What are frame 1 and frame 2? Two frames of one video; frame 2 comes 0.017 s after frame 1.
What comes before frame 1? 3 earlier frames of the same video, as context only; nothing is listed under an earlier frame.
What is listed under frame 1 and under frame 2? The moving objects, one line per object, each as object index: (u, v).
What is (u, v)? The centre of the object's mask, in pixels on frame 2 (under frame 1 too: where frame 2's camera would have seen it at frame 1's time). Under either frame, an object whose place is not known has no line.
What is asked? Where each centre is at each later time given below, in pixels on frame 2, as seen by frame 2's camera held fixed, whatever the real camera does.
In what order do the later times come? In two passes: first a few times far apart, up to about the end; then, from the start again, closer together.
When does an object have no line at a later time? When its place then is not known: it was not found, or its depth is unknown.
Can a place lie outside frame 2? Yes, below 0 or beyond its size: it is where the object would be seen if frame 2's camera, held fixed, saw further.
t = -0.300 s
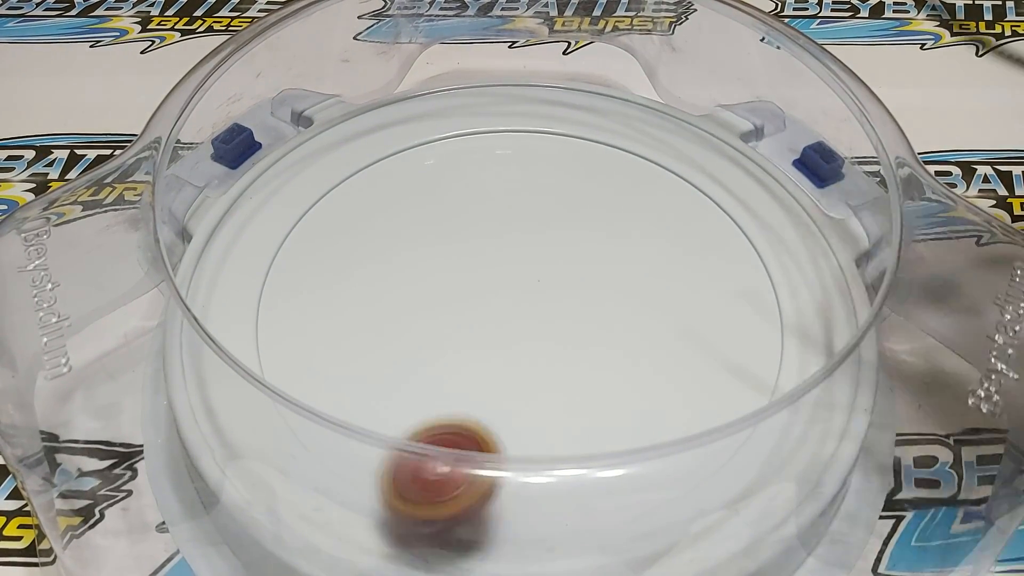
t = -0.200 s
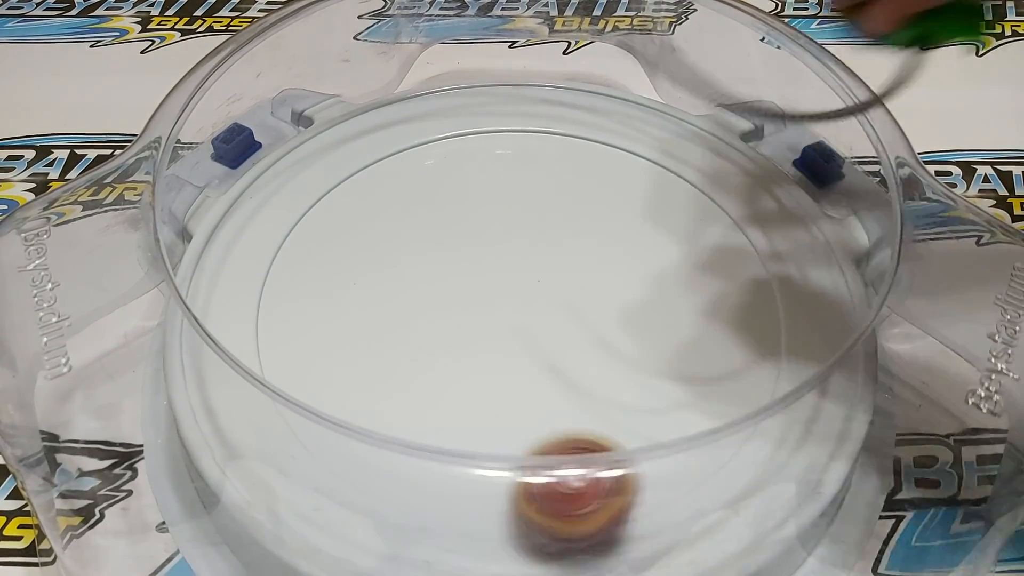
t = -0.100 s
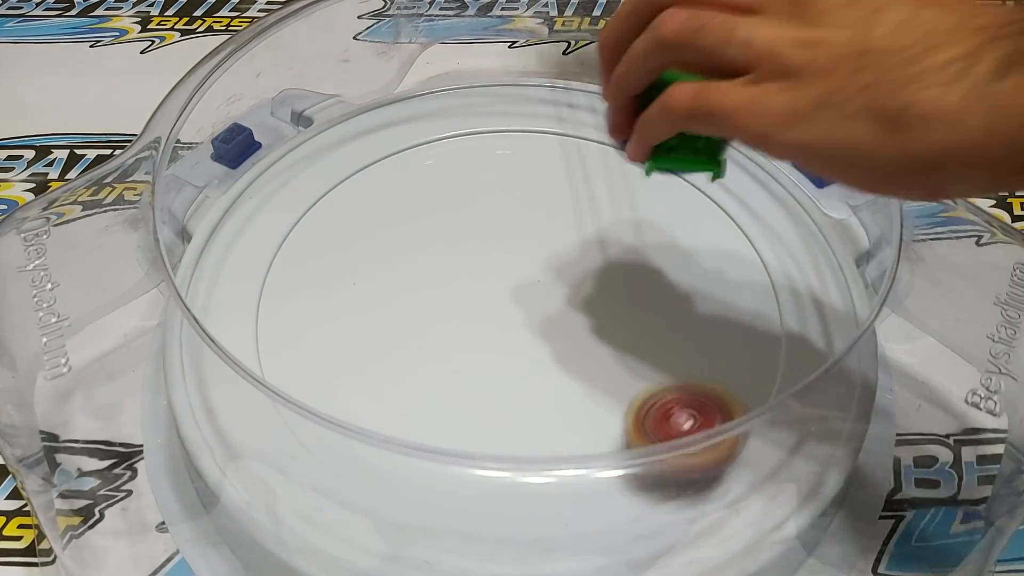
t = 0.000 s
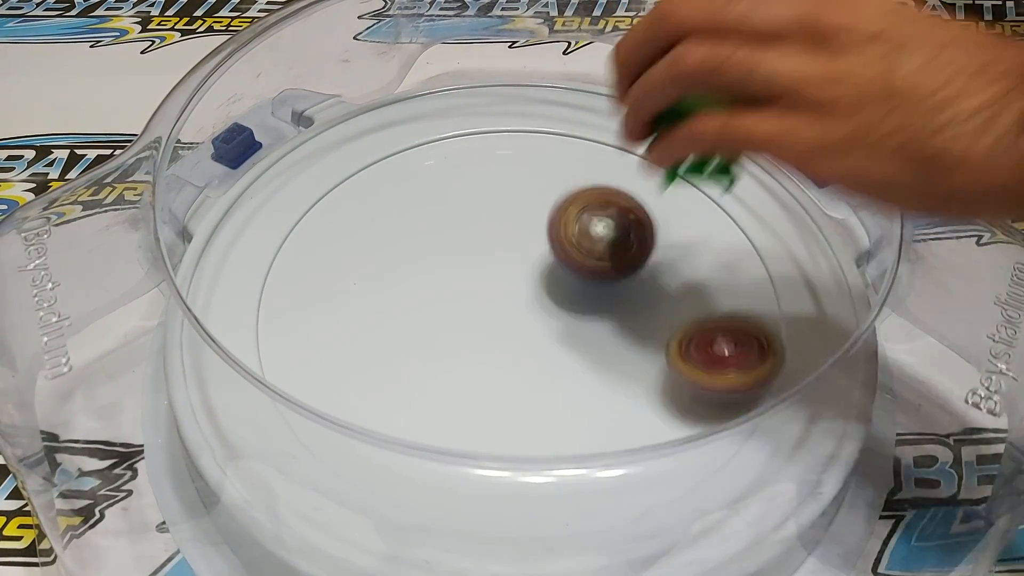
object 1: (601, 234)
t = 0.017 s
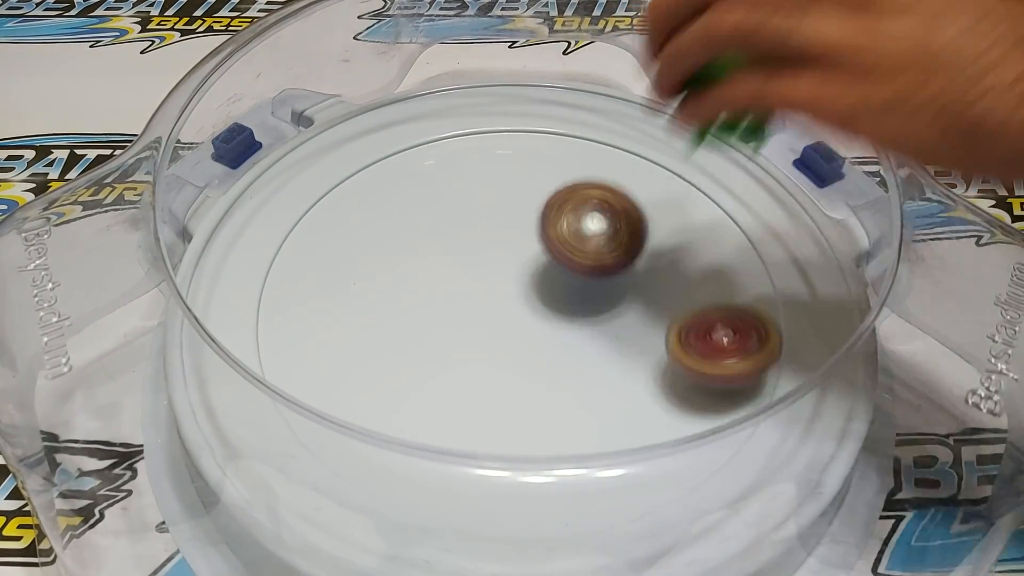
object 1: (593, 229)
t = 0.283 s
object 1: (420, 301)
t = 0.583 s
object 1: (241, 373)
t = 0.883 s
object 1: (457, 320)
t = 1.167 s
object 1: (501, 232)
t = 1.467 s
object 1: (389, 280)
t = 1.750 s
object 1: (574, 361)
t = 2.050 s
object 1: (624, 222)
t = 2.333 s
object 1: (454, 185)
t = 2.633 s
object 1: (379, 357)
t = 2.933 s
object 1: (642, 361)
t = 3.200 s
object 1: (631, 185)
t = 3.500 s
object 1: (420, 204)
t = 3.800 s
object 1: (536, 495)
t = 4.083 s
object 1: (846, 324)
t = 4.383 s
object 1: (625, 119)
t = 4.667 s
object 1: (439, 245)
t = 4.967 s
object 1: (818, 248)
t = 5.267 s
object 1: (591, 231)
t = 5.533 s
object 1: (307, 262)
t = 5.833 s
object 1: (420, 353)
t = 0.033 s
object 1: (583, 228)
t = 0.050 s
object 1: (572, 232)
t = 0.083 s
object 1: (550, 252)
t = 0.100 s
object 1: (540, 259)
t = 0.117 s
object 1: (531, 259)
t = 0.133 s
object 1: (521, 264)
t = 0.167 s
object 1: (502, 272)
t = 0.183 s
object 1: (493, 277)
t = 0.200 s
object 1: (485, 281)
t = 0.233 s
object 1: (470, 284)
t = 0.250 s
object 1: (455, 286)
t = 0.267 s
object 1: (437, 293)
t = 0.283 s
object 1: (420, 301)
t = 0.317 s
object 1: (392, 293)
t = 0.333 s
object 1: (379, 294)
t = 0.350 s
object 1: (365, 300)
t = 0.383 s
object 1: (334, 322)
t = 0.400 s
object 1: (312, 325)
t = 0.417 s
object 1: (292, 327)
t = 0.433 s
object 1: (277, 332)
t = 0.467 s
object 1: (244, 347)
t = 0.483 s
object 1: (237, 351)
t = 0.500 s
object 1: (234, 356)
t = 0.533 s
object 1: (228, 370)
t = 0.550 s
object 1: (230, 367)
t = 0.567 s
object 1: (233, 368)
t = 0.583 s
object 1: (241, 373)
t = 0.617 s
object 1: (248, 390)
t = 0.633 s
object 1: (249, 384)
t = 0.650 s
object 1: (255, 374)
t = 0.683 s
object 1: (268, 365)
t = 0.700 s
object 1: (275, 367)
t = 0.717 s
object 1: (285, 373)
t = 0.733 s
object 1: (298, 369)
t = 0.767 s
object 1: (327, 356)
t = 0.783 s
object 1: (339, 357)
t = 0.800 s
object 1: (358, 357)
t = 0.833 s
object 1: (397, 334)
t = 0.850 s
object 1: (416, 325)
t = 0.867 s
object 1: (436, 321)
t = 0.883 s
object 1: (457, 320)
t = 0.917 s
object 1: (497, 295)
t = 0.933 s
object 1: (517, 284)
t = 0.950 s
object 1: (536, 278)
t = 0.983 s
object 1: (573, 264)
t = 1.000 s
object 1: (591, 251)
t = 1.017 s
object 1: (599, 242)
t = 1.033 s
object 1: (589, 239)
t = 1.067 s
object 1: (565, 245)
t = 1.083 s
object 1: (555, 236)
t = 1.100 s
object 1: (544, 230)
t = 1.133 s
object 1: (524, 230)
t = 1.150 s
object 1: (513, 233)
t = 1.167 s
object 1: (501, 232)
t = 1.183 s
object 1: (490, 230)
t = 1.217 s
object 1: (468, 230)
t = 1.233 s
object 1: (458, 222)
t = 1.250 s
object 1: (449, 220)
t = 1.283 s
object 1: (430, 226)
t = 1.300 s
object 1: (422, 232)
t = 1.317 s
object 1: (414, 234)
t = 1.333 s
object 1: (407, 239)
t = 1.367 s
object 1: (394, 248)
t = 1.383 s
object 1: (389, 253)
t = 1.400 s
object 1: (386, 256)
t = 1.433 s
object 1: (382, 274)
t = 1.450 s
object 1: (385, 278)
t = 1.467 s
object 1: (389, 280)
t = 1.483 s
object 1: (395, 288)
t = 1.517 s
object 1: (406, 312)
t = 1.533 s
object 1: (416, 323)
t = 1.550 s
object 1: (425, 324)
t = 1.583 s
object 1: (446, 337)
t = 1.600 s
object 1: (457, 345)
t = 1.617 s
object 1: (469, 348)
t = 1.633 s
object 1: (481, 353)
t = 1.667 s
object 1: (508, 361)
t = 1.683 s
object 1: (522, 364)
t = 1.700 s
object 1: (536, 364)
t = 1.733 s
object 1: (562, 363)
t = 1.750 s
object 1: (574, 361)
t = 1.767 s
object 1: (586, 358)
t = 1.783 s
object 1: (597, 353)
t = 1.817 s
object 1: (615, 342)
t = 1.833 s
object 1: (624, 332)
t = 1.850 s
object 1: (630, 322)
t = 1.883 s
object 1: (641, 313)
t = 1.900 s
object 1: (644, 305)
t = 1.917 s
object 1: (646, 295)
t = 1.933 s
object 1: (647, 285)
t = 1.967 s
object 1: (646, 271)
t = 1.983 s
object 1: (643, 255)
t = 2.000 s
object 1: (639, 244)
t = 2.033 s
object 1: (630, 236)
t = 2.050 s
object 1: (624, 222)
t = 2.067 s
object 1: (618, 210)
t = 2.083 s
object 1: (610, 205)
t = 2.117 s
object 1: (596, 202)
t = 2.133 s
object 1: (587, 195)
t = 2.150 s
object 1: (576, 190)
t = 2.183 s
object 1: (556, 186)
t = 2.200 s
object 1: (547, 181)
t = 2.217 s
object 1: (535, 180)
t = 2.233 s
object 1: (523, 183)
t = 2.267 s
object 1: (500, 179)
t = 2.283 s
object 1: (489, 180)
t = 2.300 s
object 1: (476, 183)
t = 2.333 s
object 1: (454, 185)
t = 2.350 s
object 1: (443, 190)
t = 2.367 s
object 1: (432, 199)
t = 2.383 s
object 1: (421, 205)
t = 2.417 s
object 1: (401, 218)
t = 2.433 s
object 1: (392, 226)
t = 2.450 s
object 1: (385, 233)
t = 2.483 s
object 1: (371, 254)
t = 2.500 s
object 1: (365, 265)
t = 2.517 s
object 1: (361, 276)
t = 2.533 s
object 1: (359, 287)
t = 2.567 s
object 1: (358, 310)
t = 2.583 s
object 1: (360, 323)
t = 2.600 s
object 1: (364, 333)
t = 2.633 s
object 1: (379, 357)
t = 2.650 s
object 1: (389, 363)
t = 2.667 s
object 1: (400, 372)
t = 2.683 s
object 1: (413, 383)
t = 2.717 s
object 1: (441, 394)
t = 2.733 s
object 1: (457, 400)
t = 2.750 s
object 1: (473, 404)
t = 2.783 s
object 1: (507, 408)
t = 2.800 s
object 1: (525, 404)
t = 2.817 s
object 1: (543, 401)
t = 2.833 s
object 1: (560, 401)
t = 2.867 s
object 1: (592, 390)
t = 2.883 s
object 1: (606, 379)
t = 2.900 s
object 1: (620, 372)
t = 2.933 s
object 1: (642, 361)
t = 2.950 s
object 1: (649, 345)
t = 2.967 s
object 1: (656, 333)
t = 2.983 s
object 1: (663, 324)
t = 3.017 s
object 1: (671, 306)
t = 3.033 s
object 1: (673, 292)
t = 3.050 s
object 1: (674, 283)
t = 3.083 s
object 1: (671, 255)
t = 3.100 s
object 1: (668, 244)
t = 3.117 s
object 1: (665, 236)
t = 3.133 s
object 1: (659, 218)
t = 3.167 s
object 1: (647, 196)
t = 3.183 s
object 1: (639, 191)
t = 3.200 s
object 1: (631, 185)
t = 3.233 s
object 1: (612, 166)
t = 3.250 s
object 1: (601, 164)
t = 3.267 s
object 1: (590, 164)
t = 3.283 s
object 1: (580, 159)
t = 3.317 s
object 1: (555, 155)
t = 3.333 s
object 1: (544, 156)
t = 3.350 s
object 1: (531, 154)
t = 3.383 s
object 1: (506, 159)
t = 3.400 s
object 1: (494, 163)
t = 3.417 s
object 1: (481, 166)
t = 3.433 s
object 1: (468, 172)
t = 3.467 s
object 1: (443, 186)
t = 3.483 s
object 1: (431, 194)
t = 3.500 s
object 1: (420, 204)
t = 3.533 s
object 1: (398, 226)
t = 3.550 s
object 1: (389, 237)
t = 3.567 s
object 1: (381, 249)
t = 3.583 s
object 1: (373, 264)
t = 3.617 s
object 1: (368, 294)
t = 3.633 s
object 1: (369, 315)
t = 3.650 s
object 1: (373, 326)
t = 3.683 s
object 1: (386, 365)
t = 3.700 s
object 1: (395, 384)
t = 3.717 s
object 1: (407, 394)
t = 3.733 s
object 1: (423, 421)
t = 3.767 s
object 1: (475, 454)
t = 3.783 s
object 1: (506, 477)
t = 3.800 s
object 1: (536, 495)
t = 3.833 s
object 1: (597, 484)
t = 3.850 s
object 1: (629, 477)
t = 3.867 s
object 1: (657, 470)
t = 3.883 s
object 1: (684, 466)
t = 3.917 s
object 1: (740, 478)
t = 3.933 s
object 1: (764, 463)
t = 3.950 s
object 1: (787, 449)
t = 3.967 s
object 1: (805, 439)
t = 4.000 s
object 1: (838, 411)
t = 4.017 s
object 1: (847, 396)
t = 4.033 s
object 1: (848, 379)
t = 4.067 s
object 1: (849, 346)
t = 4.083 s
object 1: (846, 324)
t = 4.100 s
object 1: (842, 308)
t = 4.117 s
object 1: (835, 293)
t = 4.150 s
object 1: (821, 261)
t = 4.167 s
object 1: (811, 244)
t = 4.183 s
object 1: (799, 230)
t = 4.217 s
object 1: (773, 202)
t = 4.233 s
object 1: (759, 189)
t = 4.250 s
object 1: (744, 177)
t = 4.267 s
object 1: (729, 165)
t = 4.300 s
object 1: (696, 147)
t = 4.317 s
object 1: (677, 138)
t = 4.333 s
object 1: (657, 132)
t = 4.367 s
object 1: (632, 124)
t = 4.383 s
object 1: (625, 119)
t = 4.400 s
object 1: (617, 119)
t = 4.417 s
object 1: (608, 120)
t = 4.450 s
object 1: (589, 122)
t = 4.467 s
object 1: (578, 126)
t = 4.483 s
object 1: (567, 130)
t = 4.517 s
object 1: (545, 143)
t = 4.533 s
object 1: (533, 152)
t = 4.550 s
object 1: (520, 163)
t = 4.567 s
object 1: (507, 173)
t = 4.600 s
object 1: (484, 193)
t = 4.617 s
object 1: (471, 207)
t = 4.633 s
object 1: (460, 218)
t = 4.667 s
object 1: (439, 245)
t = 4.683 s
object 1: (429, 260)
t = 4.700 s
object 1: (421, 273)
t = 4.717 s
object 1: (413, 286)
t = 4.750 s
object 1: (439, 310)
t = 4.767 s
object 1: (478, 318)
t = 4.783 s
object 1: (517, 314)
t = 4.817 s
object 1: (592, 315)
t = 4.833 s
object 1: (630, 315)
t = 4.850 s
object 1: (668, 309)
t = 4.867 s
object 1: (703, 307)
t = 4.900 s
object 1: (766, 293)
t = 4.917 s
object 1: (789, 284)
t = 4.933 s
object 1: (801, 269)
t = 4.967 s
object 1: (818, 248)
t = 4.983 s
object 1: (822, 243)
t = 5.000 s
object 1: (827, 242)
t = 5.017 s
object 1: (827, 247)
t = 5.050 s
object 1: (813, 242)
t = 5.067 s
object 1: (801, 240)
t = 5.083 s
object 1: (791, 236)
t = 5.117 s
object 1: (765, 231)
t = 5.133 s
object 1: (750, 230)
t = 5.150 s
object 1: (733, 231)
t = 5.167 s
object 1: (717, 226)
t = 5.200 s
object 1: (677, 229)
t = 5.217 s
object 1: (654, 230)
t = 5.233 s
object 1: (634, 230)
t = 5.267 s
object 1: (591, 231)
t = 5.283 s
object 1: (570, 232)
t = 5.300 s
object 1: (548, 233)
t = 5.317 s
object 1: (528, 233)
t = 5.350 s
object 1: (487, 236)
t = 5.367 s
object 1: (466, 236)
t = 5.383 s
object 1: (447, 236)
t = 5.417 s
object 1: (409, 243)
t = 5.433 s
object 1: (389, 248)
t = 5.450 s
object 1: (374, 244)
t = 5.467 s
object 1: (358, 248)
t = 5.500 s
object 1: (329, 256)
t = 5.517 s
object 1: (317, 260)
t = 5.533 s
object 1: (307, 262)
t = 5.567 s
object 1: (290, 271)
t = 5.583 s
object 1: (284, 277)
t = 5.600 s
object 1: (282, 282)
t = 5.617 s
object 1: (281, 284)
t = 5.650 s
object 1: (283, 295)
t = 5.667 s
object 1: (286, 309)
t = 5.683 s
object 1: (292, 315)
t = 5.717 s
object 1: (313, 318)
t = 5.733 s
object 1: (324, 325)
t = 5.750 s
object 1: (336, 336)
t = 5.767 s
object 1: (351, 344)
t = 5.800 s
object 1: (384, 352)
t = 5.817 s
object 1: (400, 357)
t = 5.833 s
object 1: (420, 353)
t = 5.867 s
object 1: (456, 361)
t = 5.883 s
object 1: (476, 356)
